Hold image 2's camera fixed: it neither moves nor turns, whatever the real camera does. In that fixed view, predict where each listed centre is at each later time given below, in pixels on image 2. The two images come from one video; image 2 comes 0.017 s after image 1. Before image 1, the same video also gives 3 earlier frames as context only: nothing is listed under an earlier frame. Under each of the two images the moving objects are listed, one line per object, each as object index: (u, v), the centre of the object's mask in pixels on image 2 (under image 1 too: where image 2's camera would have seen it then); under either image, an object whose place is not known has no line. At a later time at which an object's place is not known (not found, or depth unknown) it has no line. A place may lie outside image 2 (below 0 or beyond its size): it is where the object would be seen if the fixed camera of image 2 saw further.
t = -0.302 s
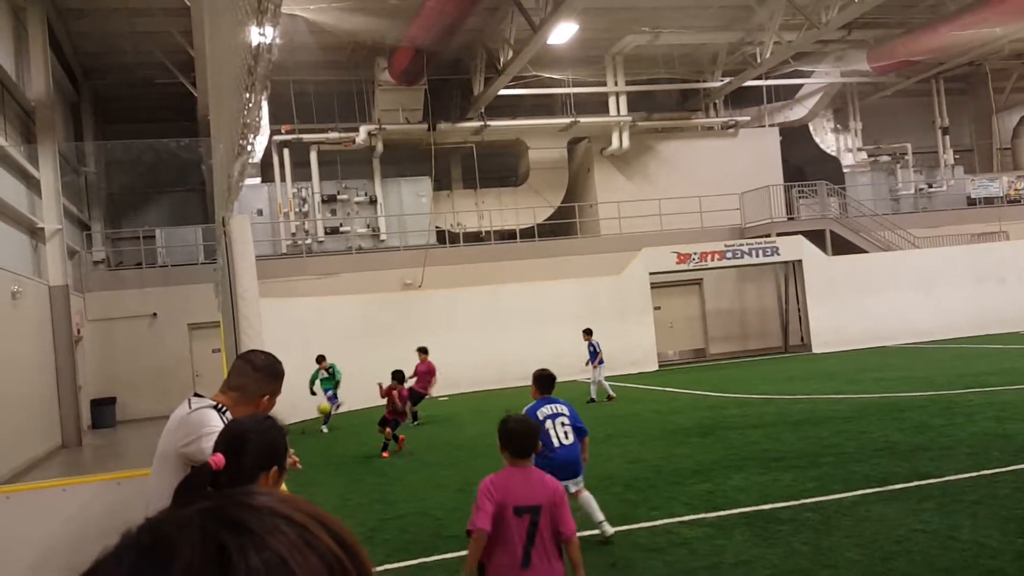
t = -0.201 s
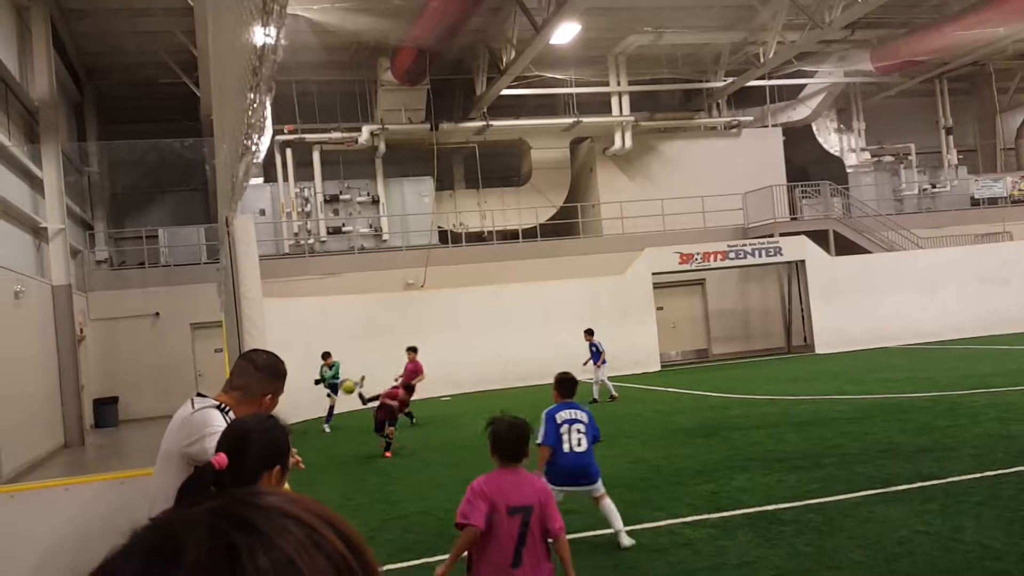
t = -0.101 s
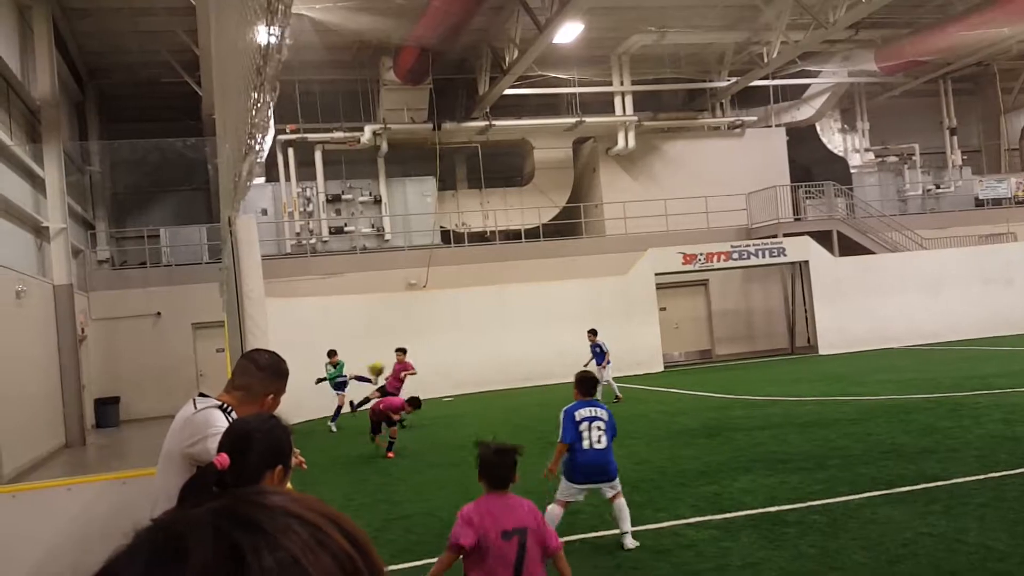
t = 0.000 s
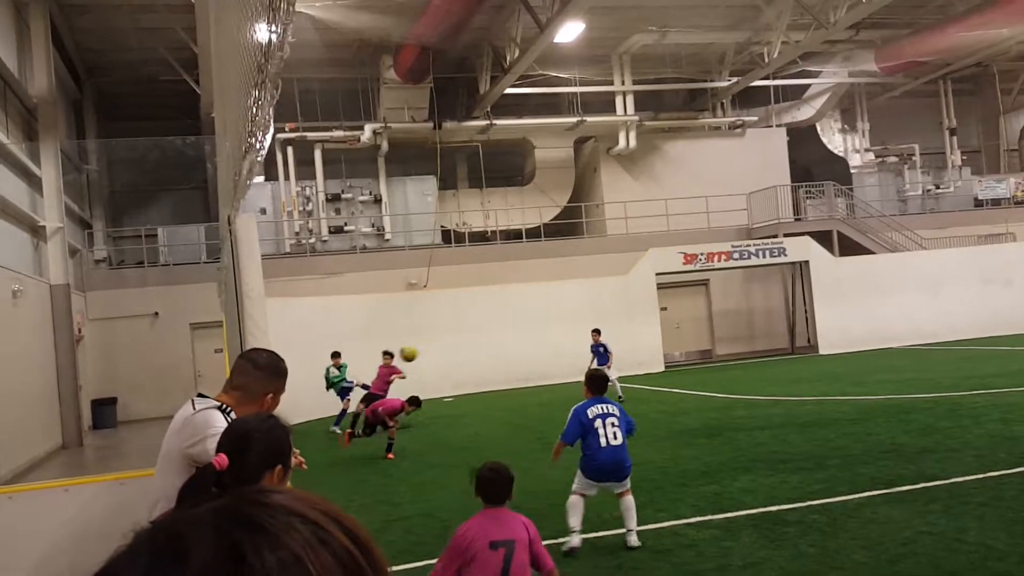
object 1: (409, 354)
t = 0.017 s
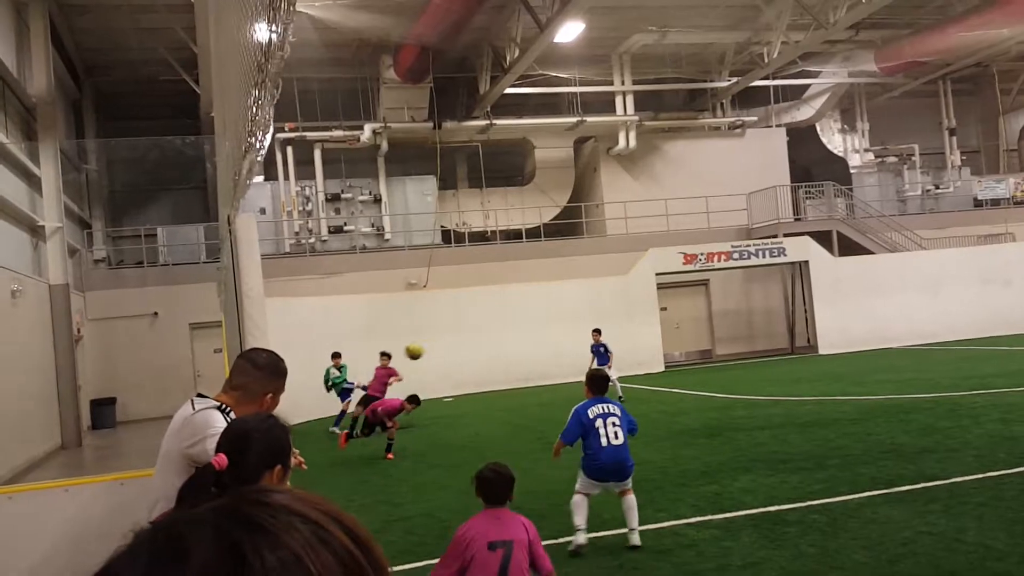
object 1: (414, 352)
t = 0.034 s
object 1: (420, 350)
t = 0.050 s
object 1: (425, 348)
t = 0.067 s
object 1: (431, 346)
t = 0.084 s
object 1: (438, 345)
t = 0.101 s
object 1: (445, 343)
